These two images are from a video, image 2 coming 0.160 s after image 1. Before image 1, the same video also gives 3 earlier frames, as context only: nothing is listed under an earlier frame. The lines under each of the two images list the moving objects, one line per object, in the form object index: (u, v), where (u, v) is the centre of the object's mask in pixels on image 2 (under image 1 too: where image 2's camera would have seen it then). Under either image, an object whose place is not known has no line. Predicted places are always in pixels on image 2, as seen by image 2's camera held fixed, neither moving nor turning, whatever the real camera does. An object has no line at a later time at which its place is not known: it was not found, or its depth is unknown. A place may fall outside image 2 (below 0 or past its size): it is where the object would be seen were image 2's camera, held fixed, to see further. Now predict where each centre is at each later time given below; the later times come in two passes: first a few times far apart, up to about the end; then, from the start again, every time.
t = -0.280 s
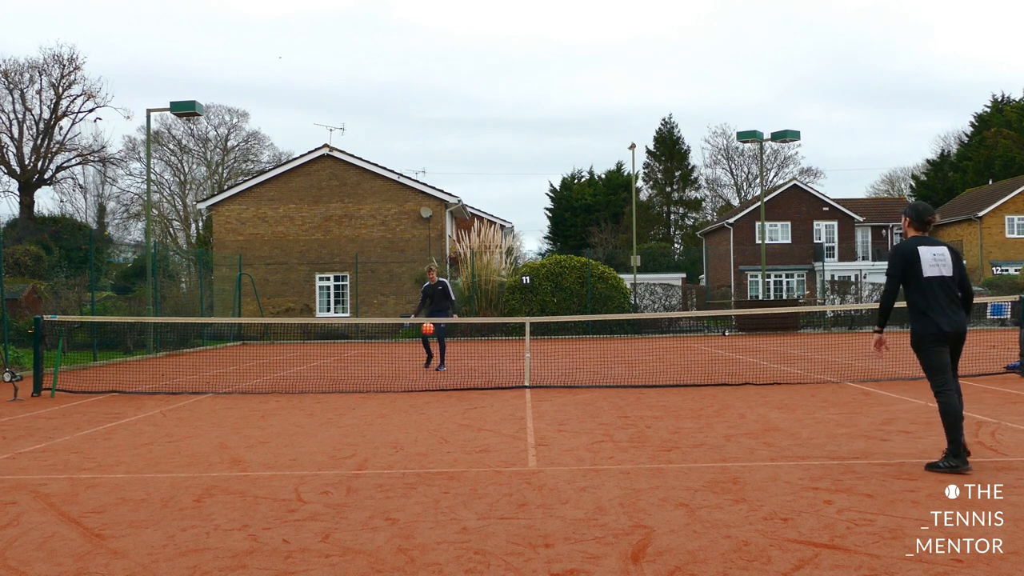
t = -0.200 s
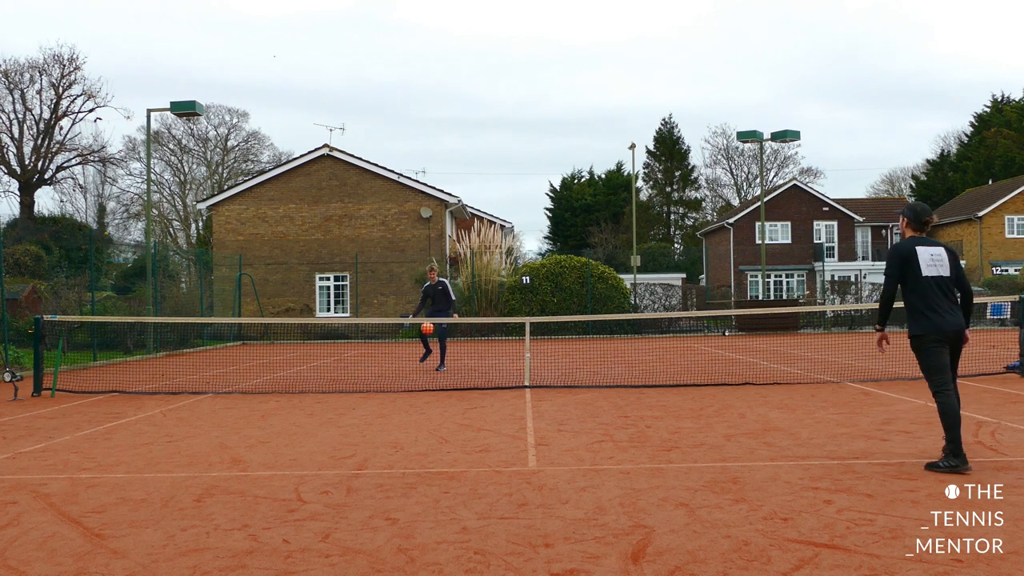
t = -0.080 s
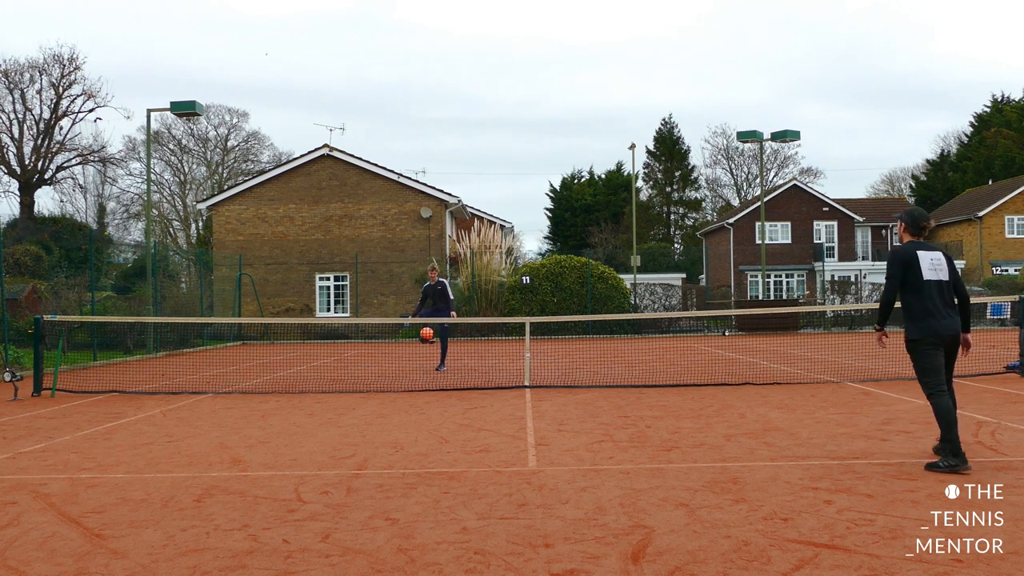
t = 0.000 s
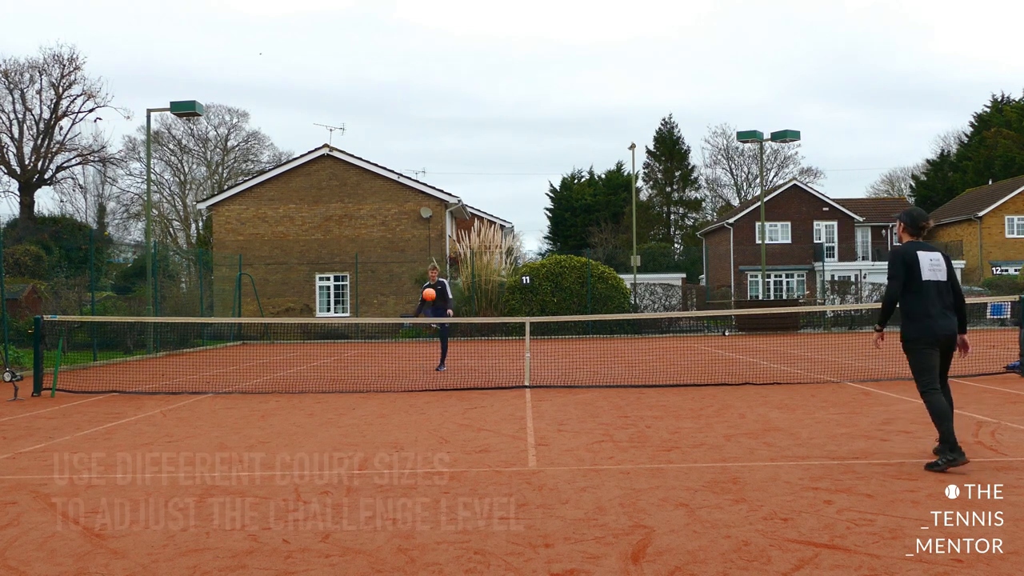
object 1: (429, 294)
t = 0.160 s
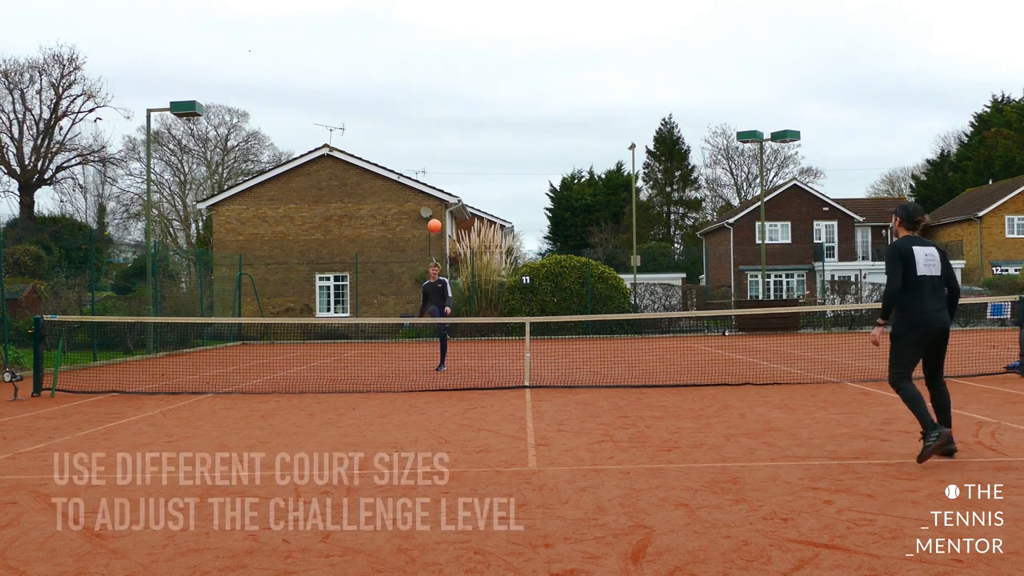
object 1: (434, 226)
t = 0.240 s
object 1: (437, 197)
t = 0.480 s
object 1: (446, 131)
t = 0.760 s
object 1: (458, 98)
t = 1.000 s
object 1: (470, 116)
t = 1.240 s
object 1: (483, 180)
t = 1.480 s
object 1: (498, 301)
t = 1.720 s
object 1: (506, 357)
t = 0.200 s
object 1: (435, 211)
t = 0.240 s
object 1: (437, 197)
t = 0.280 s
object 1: (438, 184)
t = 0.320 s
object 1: (440, 171)
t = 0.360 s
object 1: (441, 160)
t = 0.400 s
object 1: (443, 149)
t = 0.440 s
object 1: (444, 139)
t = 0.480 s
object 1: (446, 131)
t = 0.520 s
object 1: (447, 123)
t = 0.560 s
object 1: (449, 117)
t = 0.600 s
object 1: (451, 111)
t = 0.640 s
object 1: (452, 106)
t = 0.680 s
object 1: (454, 102)
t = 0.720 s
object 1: (456, 100)
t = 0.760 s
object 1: (458, 98)
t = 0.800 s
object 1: (460, 98)
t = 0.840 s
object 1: (462, 99)
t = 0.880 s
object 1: (464, 101)
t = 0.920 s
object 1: (466, 105)
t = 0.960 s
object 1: (468, 110)
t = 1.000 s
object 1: (470, 116)
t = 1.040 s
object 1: (472, 123)
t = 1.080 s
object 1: (474, 131)
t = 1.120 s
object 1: (476, 141)
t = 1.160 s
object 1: (479, 152)
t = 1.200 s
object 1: (481, 165)
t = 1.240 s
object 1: (483, 180)
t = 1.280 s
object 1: (486, 196)
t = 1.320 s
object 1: (488, 215)
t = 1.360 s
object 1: (490, 234)
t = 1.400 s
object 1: (493, 255)
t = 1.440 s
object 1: (495, 277)
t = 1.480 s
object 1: (498, 301)
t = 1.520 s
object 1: (500, 327)
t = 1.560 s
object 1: (502, 355)
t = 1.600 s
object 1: (505, 385)
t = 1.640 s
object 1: (506, 398)
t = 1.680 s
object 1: (506, 377)
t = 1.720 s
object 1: (506, 357)
